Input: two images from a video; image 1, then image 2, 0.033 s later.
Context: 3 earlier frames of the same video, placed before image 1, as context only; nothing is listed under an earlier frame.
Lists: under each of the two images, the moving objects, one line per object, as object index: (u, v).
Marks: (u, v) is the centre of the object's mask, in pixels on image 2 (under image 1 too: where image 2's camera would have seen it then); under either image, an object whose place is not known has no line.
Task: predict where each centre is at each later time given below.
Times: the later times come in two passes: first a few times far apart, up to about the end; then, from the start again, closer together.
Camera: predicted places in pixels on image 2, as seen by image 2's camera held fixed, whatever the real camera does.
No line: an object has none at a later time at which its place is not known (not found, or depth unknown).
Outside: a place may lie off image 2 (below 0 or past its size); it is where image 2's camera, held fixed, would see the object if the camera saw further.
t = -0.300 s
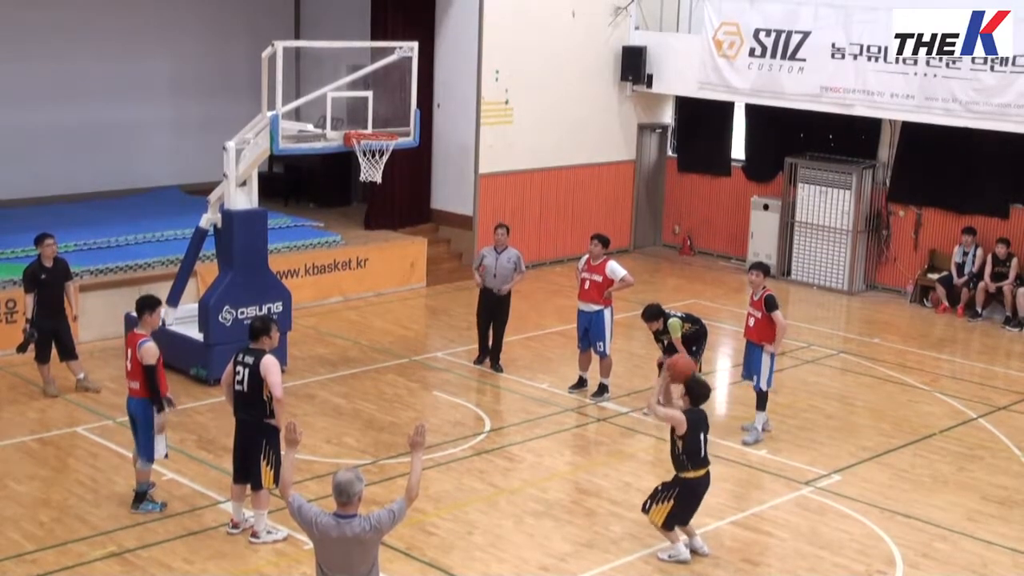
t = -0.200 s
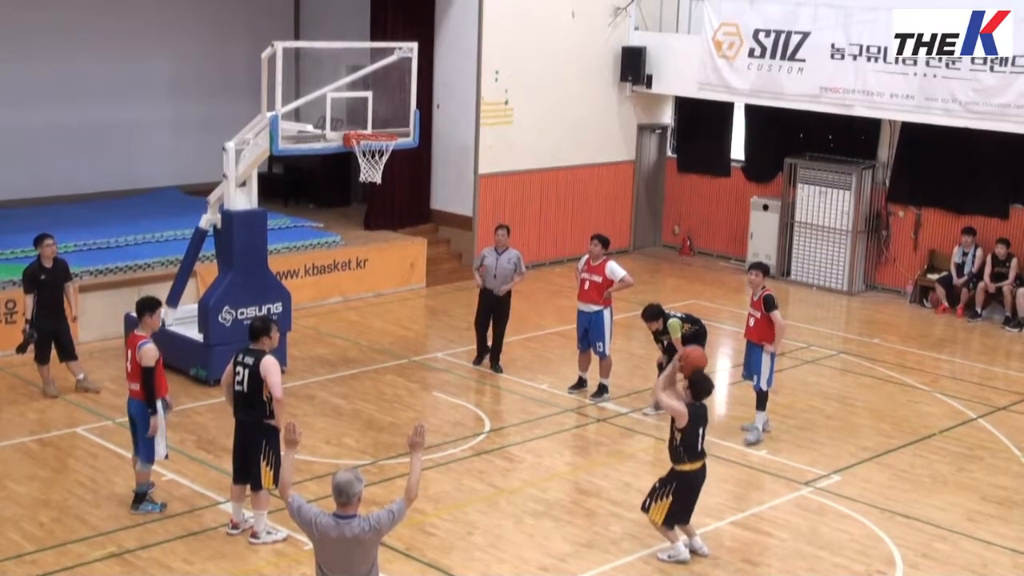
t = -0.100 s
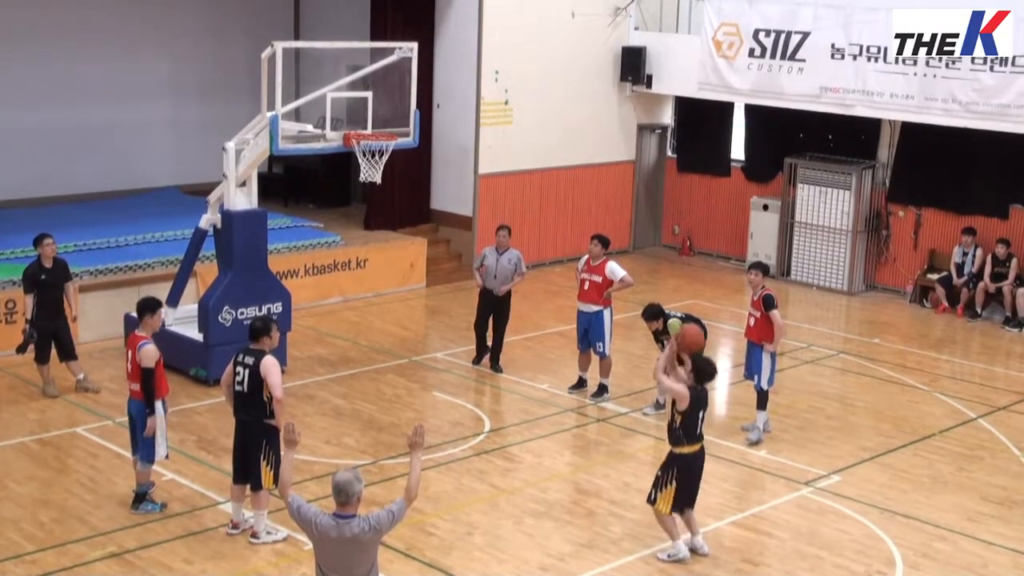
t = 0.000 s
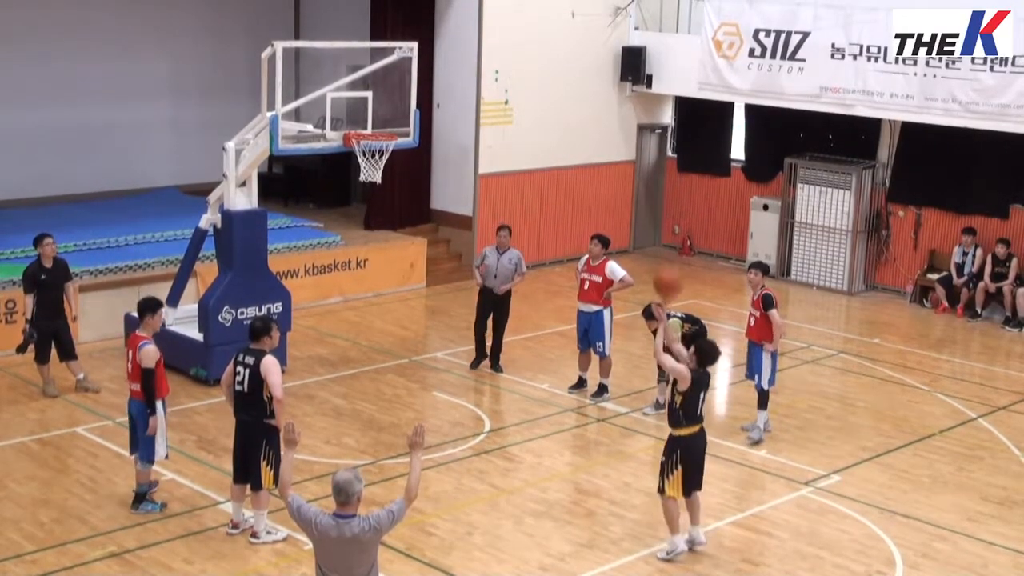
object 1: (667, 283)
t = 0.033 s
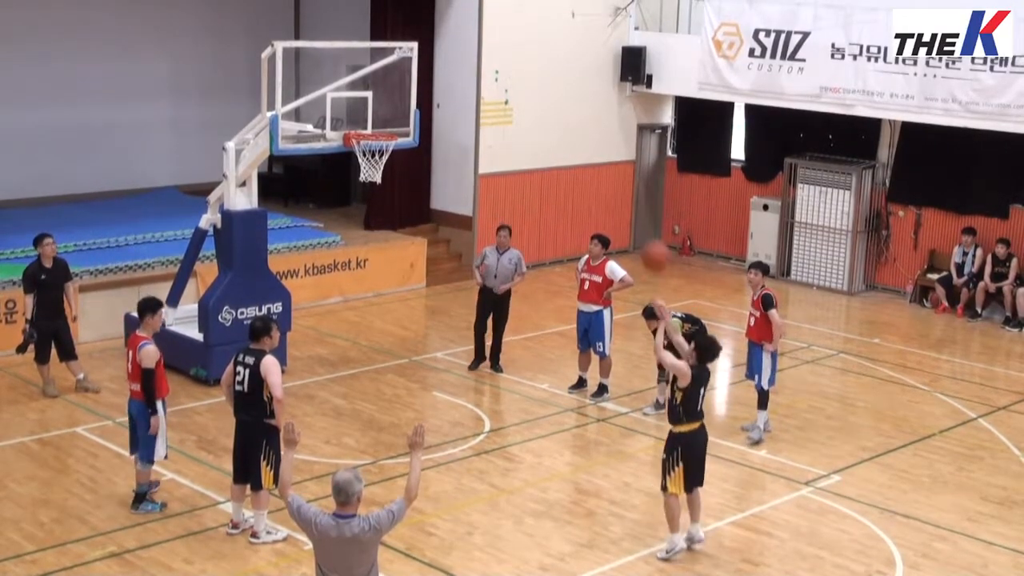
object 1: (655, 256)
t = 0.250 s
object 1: (583, 130)
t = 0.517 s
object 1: (500, 55)
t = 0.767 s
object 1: (430, 59)
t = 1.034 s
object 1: (366, 118)
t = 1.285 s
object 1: (380, 75)
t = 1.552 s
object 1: (401, 90)
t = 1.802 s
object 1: (419, 173)
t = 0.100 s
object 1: (634, 210)
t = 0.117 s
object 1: (628, 201)
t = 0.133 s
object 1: (623, 191)
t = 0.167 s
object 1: (611, 172)
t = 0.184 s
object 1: (604, 162)
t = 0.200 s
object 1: (599, 153)
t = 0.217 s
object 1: (594, 144)
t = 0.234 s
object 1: (588, 137)
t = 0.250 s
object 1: (583, 130)
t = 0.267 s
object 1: (577, 123)
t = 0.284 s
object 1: (572, 116)
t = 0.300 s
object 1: (567, 109)
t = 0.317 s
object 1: (561, 103)
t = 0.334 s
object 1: (556, 97)
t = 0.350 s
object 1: (550, 92)
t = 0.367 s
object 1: (546, 87)
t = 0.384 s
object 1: (540, 82)
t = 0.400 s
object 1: (535, 77)
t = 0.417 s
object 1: (530, 73)
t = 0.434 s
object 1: (525, 69)
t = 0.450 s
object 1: (520, 66)
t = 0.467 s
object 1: (515, 63)
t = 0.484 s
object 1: (510, 60)
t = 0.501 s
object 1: (505, 58)
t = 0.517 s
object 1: (500, 55)
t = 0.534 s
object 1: (495, 54)
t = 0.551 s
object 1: (490, 52)
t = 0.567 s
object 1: (485, 51)
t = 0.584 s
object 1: (480, 50)
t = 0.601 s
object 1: (476, 50)
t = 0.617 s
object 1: (470, 50)
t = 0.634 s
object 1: (466, 49)
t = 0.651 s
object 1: (461, 50)
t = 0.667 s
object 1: (457, 50)
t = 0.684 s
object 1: (452, 50)
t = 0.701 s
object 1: (448, 52)
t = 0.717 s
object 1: (443, 53)
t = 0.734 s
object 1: (439, 55)
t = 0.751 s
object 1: (434, 57)
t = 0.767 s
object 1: (430, 59)
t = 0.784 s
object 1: (425, 61)
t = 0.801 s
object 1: (422, 64)
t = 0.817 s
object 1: (418, 67)
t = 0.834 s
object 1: (413, 70)
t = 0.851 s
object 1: (408, 74)
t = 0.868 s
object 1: (402, 77)
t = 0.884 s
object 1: (399, 80)
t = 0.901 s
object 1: (398, 84)
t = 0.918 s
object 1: (392, 89)
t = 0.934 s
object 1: (387, 92)
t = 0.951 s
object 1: (383, 100)
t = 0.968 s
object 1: (379, 103)
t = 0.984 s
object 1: (375, 109)
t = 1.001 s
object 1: (372, 116)
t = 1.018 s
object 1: (368, 120)
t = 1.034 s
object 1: (366, 118)
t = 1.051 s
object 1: (366, 112)
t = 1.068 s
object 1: (366, 108)
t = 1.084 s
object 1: (367, 104)
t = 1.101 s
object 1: (368, 100)
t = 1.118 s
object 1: (369, 96)
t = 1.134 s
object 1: (370, 92)
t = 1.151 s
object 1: (372, 88)
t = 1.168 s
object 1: (372, 85)
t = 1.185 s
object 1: (375, 83)
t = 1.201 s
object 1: (376, 81)
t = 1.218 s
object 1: (377, 78)
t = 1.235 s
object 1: (378, 77)
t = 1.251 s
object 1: (378, 76)
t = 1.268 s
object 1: (380, 75)
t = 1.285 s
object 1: (380, 75)
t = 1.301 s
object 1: (383, 72)
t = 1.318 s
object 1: (384, 72)
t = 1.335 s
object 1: (385, 71)
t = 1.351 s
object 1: (386, 72)
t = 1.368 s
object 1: (387, 72)
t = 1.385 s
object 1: (389, 71)
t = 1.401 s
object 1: (391, 72)
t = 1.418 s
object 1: (392, 72)
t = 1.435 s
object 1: (393, 73)
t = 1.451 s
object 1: (393, 74)
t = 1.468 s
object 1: (395, 77)
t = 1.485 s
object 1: (396, 79)
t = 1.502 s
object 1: (398, 81)
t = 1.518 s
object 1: (399, 85)
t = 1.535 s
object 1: (400, 88)
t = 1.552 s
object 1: (401, 90)
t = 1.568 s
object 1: (402, 93)
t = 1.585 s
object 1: (404, 97)
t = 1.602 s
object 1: (405, 102)
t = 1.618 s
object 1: (407, 106)
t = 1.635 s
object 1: (408, 111)
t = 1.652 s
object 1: (409, 116)
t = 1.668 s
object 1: (410, 121)
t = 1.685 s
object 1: (411, 127)
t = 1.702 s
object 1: (413, 132)
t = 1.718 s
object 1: (414, 140)
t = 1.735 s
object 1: (415, 146)
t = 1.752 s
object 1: (416, 153)
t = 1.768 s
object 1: (417, 158)
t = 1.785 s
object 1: (418, 166)
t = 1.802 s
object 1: (419, 173)
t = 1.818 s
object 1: (420, 180)
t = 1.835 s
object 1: (421, 188)
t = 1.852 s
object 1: (422, 196)
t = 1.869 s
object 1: (423, 204)
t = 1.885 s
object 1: (424, 212)
